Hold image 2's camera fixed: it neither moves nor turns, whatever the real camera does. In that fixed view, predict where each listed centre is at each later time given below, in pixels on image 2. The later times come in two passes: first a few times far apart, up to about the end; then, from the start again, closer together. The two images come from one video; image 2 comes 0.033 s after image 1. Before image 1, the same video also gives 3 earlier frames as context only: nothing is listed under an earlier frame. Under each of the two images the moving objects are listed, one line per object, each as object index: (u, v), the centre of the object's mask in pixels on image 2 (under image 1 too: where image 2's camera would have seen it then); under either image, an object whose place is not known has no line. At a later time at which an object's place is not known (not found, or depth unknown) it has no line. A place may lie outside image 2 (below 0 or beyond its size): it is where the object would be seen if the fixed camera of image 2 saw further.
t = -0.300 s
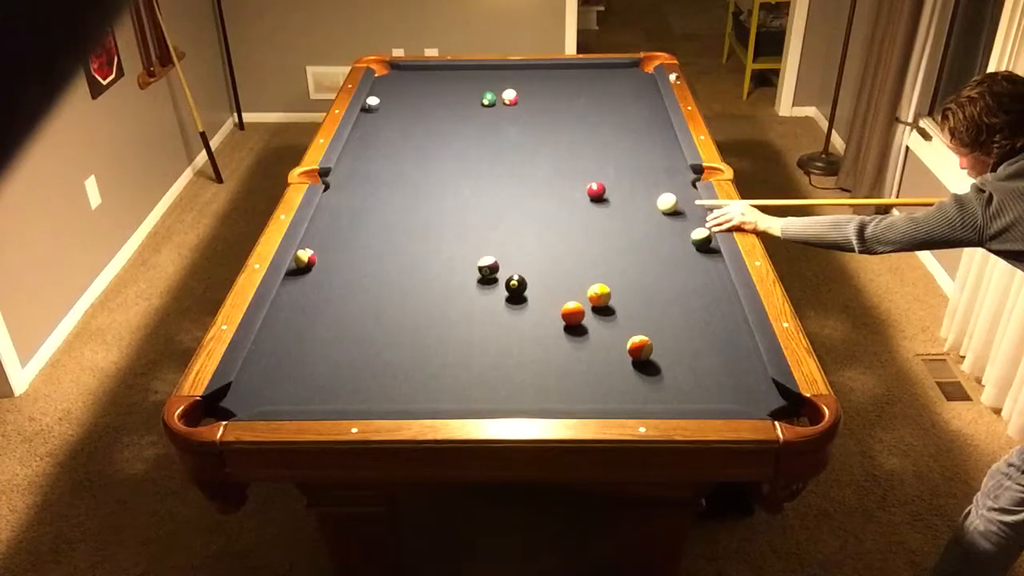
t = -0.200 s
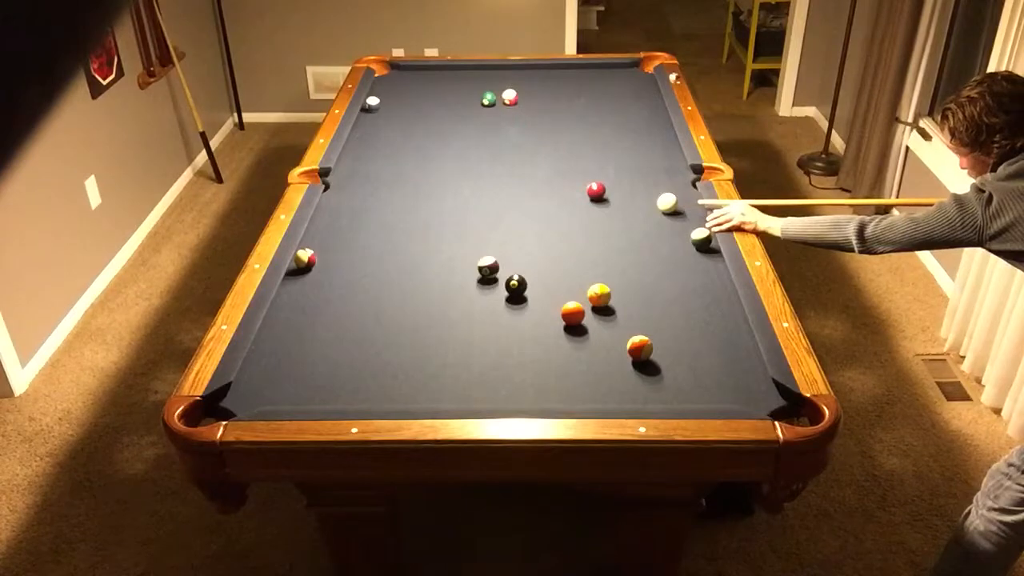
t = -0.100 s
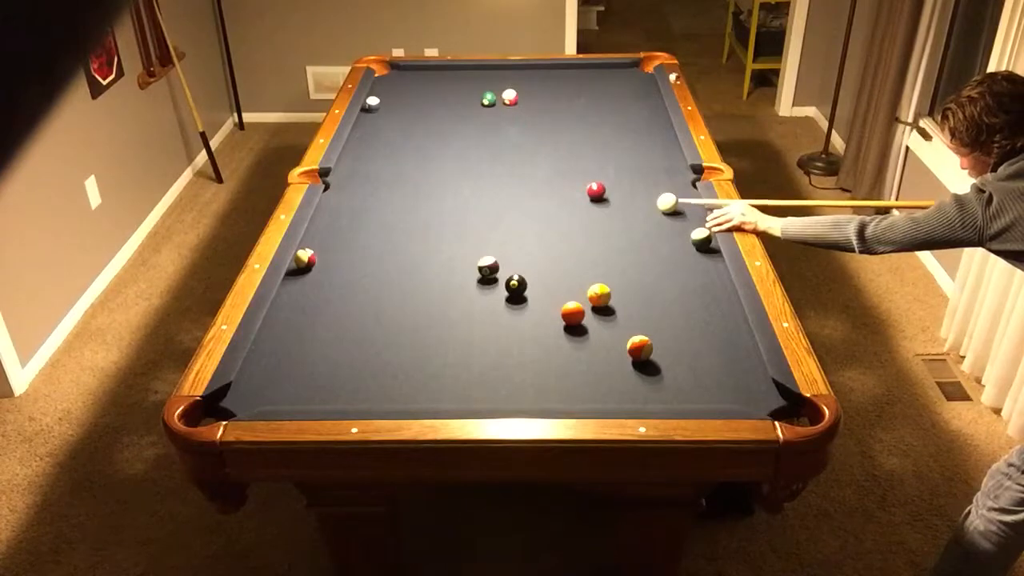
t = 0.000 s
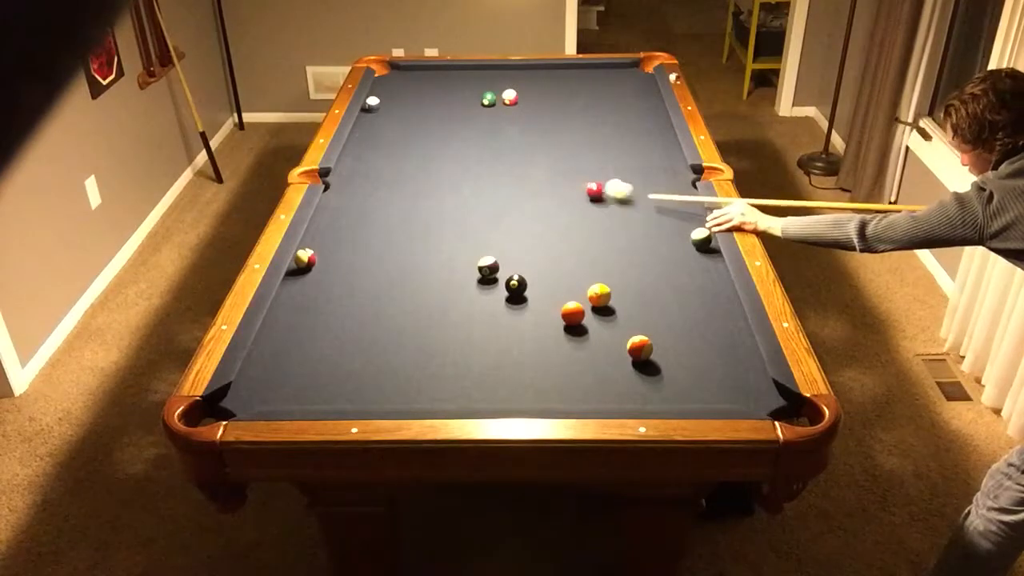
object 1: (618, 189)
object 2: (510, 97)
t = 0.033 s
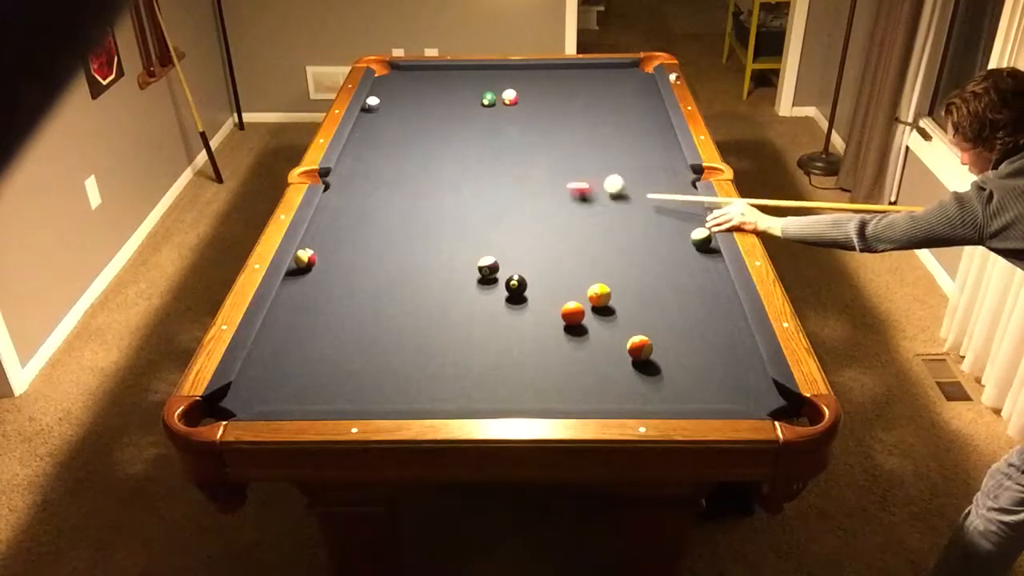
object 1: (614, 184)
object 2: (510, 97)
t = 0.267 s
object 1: (595, 162)
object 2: (510, 97)
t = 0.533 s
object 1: (566, 137)
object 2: (510, 97)
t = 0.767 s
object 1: (544, 118)
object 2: (510, 97)
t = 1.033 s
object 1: (523, 99)
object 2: (508, 96)
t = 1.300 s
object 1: (532, 89)
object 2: (487, 88)
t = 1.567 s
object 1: (539, 80)
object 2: (468, 87)
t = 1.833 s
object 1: (545, 72)
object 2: (452, 83)
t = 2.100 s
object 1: (551, 67)
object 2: (436, 79)
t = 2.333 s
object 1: (555, 70)
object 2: (425, 77)
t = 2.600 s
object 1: (559, 73)
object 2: (413, 74)
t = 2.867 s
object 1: (563, 75)
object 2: (401, 70)
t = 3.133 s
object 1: (566, 78)
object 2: (393, 69)
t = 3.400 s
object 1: (569, 81)
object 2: (384, 67)
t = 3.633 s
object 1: (571, 82)
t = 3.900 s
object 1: (572, 84)
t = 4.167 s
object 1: (573, 85)
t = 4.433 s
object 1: (574, 86)
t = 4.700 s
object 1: (575, 86)
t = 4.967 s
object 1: (575, 86)
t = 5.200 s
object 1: (575, 86)
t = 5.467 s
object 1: (575, 86)
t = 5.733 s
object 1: (575, 86)
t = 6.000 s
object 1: (575, 86)
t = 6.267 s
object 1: (574, 86)
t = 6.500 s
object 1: (574, 86)
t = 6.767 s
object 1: (574, 86)
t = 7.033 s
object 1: (575, 86)
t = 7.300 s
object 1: (575, 86)
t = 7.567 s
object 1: (575, 86)
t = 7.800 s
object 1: (574, 86)
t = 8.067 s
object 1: (575, 86)
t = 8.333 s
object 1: (575, 86)
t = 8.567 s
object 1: (575, 86)
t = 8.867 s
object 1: (575, 86)
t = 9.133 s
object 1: (575, 86)
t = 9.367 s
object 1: (574, 86)
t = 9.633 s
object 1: (574, 86)
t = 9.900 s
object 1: (574, 86)
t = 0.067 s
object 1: (613, 182)
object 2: (510, 97)
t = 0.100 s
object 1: (611, 178)
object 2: (510, 97)
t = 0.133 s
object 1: (609, 175)
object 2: (510, 97)
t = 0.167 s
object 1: (606, 172)
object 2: (510, 97)
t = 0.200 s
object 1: (603, 168)
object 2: (510, 97)
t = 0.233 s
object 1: (599, 165)
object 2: (510, 97)
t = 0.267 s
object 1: (595, 162)
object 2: (510, 97)
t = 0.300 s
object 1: (591, 158)
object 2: (510, 97)
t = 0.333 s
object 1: (587, 155)
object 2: (510, 97)
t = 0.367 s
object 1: (583, 152)
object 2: (510, 97)
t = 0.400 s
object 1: (580, 149)
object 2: (510, 97)
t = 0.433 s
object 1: (576, 146)
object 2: (510, 97)
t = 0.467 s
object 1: (573, 143)
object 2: (510, 97)
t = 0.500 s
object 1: (569, 140)
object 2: (510, 97)
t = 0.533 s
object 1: (566, 137)
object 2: (510, 97)
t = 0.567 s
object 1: (562, 134)
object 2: (510, 97)
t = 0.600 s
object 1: (559, 131)
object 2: (510, 97)
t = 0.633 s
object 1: (556, 129)
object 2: (510, 97)
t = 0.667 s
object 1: (553, 126)
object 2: (510, 97)
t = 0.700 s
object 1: (550, 123)
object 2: (510, 97)
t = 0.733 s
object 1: (547, 121)
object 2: (510, 97)
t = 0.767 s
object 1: (544, 118)
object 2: (510, 97)
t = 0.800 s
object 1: (541, 116)
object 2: (510, 97)
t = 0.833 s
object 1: (538, 113)
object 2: (510, 97)
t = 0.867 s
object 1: (535, 111)
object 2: (510, 97)
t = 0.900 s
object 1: (533, 108)
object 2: (510, 97)
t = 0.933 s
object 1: (530, 106)
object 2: (510, 97)
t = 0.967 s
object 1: (527, 104)
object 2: (510, 97)
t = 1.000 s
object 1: (525, 102)
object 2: (509, 97)
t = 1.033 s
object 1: (523, 99)
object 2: (508, 96)
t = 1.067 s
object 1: (524, 98)
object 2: (505, 96)
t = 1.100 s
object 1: (526, 97)
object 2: (502, 95)
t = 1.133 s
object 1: (527, 95)
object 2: (500, 94)
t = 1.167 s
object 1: (528, 94)
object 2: (498, 93)
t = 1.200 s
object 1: (529, 93)
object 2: (496, 92)
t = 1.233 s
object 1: (530, 92)
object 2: (494, 91)
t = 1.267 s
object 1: (531, 90)
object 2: (491, 90)
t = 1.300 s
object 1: (532, 89)
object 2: (487, 88)
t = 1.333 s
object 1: (533, 88)
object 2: (484, 89)
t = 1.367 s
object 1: (534, 87)
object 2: (481, 90)
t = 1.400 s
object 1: (534, 86)
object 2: (479, 90)
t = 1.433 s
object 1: (535, 84)
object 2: (478, 90)
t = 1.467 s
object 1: (536, 83)
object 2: (476, 89)
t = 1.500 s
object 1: (537, 82)
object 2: (473, 88)
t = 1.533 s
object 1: (538, 81)
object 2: (471, 87)
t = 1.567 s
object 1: (539, 80)
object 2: (468, 87)
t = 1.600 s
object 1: (540, 79)
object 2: (466, 87)
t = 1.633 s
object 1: (540, 78)
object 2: (464, 86)
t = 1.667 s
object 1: (541, 77)
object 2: (462, 86)
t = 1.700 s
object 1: (542, 76)
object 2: (460, 86)
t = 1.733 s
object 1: (543, 75)
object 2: (458, 85)
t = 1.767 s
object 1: (544, 74)
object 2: (456, 85)
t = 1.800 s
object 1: (544, 73)
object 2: (454, 84)
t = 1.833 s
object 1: (545, 72)
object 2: (452, 83)
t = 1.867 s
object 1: (546, 71)
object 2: (450, 82)
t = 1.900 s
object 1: (547, 70)
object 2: (447, 82)
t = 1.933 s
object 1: (547, 69)
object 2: (446, 82)
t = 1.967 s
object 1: (548, 68)
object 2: (444, 81)
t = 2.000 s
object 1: (549, 67)
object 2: (442, 81)
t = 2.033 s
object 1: (550, 66)
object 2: (441, 81)
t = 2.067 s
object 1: (550, 66)
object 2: (438, 80)
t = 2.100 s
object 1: (551, 67)
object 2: (436, 79)
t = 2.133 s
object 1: (551, 67)
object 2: (434, 78)
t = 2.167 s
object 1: (552, 67)
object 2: (432, 78)
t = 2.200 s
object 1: (553, 68)
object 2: (430, 78)
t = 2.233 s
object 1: (553, 68)
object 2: (429, 78)
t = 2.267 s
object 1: (554, 69)
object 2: (428, 78)
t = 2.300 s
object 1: (554, 69)
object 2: (426, 77)
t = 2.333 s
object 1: (555, 70)
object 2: (425, 77)
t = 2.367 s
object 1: (555, 70)
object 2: (423, 77)
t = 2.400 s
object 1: (555, 70)
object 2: (422, 76)
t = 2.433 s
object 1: (556, 71)
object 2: (420, 76)
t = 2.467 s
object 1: (557, 71)
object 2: (419, 75)
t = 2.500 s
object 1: (557, 72)
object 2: (418, 75)
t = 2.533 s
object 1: (558, 72)
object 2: (416, 74)
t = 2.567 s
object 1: (558, 73)
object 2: (415, 74)
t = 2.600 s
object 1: (559, 73)
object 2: (413, 74)
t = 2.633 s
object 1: (559, 73)
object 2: (412, 73)
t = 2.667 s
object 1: (560, 74)
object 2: (410, 73)
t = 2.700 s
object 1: (560, 74)
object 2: (409, 73)
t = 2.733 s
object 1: (561, 74)
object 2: (407, 73)
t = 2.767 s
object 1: (561, 75)
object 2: (406, 72)
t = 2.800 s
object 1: (562, 75)
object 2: (404, 71)
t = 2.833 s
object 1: (562, 76)
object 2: (403, 71)
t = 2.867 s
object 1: (563, 75)
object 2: (401, 70)
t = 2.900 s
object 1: (563, 76)
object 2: (400, 70)
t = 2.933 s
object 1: (564, 76)
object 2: (399, 70)
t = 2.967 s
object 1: (564, 77)
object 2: (398, 70)
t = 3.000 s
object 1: (565, 77)
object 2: (398, 69)
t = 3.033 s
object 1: (565, 77)
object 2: (396, 69)
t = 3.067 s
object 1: (566, 78)
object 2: (395, 69)
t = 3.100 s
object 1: (566, 78)
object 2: (394, 69)
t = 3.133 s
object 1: (566, 78)
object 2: (393, 69)
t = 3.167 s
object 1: (567, 78)
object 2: (392, 68)
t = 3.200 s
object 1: (567, 79)
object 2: (391, 68)
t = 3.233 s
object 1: (568, 79)
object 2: (390, 68)
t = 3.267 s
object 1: (568, 79)
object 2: (389, 67)
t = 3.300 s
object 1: (568, 80)
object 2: (388, 67)
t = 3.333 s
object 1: (569, 80)
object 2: (387, 67)
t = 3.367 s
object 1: (569, 80)
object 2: (386, 66)
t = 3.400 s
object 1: (569, 81)
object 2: (384, 67)
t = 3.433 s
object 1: (569, 81)
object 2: (383, 67)
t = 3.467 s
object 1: (570, 81)
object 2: (383, 67)
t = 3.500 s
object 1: (570, 81)
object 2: (382, 70)
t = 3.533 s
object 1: (570, 81)
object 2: (381, 70)
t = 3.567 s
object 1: (570, 82)
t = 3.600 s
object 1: (571, 82)
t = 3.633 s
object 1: (571, 82)
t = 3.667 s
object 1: (571, 82)
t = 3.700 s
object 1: (571, 83)
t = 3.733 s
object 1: (571, 83)
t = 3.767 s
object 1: (571, 83)
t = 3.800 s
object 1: (572, 83)
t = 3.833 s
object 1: (572, 83)
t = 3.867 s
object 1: (572, 84)
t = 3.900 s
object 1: (572, 84)
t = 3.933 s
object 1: (572, 84)
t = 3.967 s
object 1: (572, 84)
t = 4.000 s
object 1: (572, 84)
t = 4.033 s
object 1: (573, 85)
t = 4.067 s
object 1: (573, 85)
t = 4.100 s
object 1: (573, 85)
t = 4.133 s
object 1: (573, 85)
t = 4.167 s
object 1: (573, 85)
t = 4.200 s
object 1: (573, 85)
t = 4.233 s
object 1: (573, 85)
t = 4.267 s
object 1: (574, 85)
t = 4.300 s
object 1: (574, 85)
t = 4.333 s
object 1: (574, 85)
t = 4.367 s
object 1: (574, 85)
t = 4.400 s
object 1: (574, 85)
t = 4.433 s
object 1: (574, 86)
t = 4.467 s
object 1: (574, 86)
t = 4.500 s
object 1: (574, 86)
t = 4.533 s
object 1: (574, 86)
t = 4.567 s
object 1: (575, 86)
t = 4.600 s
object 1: (574, 86)
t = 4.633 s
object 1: (575, 86)
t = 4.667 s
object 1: (575, 86)
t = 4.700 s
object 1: (575, 86)
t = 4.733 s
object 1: (575, 86)
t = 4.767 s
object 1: (575, 86)
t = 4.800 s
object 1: (575, 86)
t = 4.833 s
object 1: (575, 86)
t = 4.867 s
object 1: (575, 86)
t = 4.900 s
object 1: (575, 86)
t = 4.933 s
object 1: (575, 86)
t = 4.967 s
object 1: (575, 86)
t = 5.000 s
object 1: (575, 86)
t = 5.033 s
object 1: (575, 86)
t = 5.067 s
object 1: (575, 86)
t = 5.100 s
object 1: (575, 86)
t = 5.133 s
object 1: (575, 86)
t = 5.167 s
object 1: (575, 86)
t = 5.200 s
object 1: (575, 86)
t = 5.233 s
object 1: (575, 86)
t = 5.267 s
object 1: (575, 86)
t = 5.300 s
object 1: (575, 86)
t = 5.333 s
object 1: (575, 86)
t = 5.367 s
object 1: (575, 86)
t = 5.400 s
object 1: (575, 86)
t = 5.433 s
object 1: (575, 86)
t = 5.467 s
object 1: (575, 86)
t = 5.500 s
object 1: (575, 86)
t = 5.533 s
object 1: (575, 86)
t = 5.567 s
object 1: (575, 86)
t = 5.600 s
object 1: (575, 86)
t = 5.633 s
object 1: (575, 86)
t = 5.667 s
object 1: (575, 86)
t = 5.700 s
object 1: (575, 86)
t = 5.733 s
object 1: (575, 86)
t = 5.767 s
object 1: (575, 86)
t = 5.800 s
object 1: (575, 86)
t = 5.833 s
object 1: (575, 86)
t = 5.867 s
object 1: (575, 86)
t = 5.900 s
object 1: (575, 86)
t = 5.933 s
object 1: (575, 86)
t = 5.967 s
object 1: (575, 86)
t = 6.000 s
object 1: (575, 86)
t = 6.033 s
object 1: (575, 86)
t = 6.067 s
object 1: (575, 86)
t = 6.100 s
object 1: (575, 86)
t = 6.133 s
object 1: (575, 86)
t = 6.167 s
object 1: (575, 86)
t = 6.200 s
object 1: (575, 86)
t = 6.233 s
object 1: (575, 86)
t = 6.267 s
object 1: (574, 86)
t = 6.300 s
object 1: (574, 86)
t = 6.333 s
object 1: (574, 86)
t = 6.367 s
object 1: (574, 86)
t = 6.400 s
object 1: (574, 86)
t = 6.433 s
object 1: (574, 86)
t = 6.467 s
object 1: (574, 86)
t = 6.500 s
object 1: (574, 86)
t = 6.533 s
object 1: (574, 86)
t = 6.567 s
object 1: (574, 86)
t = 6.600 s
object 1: (575, 86)
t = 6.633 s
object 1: (574, 86)
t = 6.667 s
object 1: (574, 86)
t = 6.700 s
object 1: (575, 86)
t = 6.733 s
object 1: (575, 86)
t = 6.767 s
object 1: (574, 86)
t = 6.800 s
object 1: (574, 86)
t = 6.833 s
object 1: (575, 86)
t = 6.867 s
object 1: (575, 86)
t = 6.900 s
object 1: (575, 86)
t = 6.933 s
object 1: (575, 86)
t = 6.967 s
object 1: (574, 86)
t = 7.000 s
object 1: (575, 86)
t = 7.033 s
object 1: (575, 86)
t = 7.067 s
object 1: (575, 86)
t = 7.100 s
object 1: (575, 86)
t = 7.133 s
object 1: (575, 86)
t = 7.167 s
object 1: (575, 86)
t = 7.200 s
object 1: (575, 86)
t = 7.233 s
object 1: (575, 86)
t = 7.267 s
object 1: (575, 86)
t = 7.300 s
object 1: (575, 86)
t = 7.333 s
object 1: (575, 86)
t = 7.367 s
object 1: (575, 86)
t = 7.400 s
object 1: (575, 86)
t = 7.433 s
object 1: (575, 86)
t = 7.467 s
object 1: (575, 86)
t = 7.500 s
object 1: (575, 86)
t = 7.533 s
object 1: (575, 86)
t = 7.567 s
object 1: (575, 86)
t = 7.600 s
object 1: (575, 86)
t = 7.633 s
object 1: (575, 86)
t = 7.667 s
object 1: (575, 86)
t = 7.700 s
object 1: (575, 86)
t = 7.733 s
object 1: (575, 86)
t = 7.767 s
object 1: (575, 86)
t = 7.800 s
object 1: (574, 86)
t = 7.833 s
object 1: (575, 86)
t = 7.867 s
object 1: (575, 86)
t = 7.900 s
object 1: (575, 86)
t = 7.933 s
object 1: (575, 86)
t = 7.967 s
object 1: (575, 86)
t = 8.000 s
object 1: (575, 86)
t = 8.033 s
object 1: (575, 86)
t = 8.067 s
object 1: (575, 86)
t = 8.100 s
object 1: (575, 86)
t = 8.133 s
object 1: (575, 86)
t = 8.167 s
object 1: (575, 86)
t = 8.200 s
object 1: (575, 86)
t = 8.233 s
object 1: (575, 86)
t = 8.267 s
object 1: (575, 86)
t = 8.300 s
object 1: (575, 86)
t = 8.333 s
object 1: (575, 86)
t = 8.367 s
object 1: (575, 86)
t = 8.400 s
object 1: (575, 86)
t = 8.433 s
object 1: (575, 86)
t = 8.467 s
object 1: (575, 86)
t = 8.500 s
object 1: (575, 86)
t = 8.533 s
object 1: (575, 86)
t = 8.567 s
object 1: (575, 86)
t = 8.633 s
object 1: (575, 86)
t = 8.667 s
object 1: (575, 86)
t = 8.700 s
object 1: (575, 86)
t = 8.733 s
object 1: (575, 86)
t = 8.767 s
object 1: (574, 86)
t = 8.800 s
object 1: (574, 86)
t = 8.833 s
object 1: (574, 86)
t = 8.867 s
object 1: (575, 86)
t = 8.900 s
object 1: (575, 86)
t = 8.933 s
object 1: (575, 86)
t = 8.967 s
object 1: (575, 86)
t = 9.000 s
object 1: (574, 86)
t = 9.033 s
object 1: (575, 86)
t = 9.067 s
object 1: (575, 86)
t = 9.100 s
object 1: (575, 86)
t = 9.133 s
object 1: (575, 86)
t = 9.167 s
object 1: (574, 86)
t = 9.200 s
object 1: (574, 86)
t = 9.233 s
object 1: (574, 86)
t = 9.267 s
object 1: (574, 86)
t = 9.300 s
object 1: (574, 86)
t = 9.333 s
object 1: (574, 86)
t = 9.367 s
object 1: (574, 86)
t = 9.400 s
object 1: (574, 86)
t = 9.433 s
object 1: (574, 86)
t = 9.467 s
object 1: (574, 86)
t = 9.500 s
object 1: (574, 86)
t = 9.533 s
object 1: (575, 86)
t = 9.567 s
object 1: (574, 86)
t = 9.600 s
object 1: (574, 86)
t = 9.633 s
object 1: (574, 86)
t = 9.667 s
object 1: (574, 86)
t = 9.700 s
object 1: (574, 86)
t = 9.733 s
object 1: (574, 86)
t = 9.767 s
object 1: (574, 86)
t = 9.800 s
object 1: (574, 86)
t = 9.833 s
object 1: (575, 86)
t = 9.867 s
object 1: (574, 86)
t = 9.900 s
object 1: (574, 86)
